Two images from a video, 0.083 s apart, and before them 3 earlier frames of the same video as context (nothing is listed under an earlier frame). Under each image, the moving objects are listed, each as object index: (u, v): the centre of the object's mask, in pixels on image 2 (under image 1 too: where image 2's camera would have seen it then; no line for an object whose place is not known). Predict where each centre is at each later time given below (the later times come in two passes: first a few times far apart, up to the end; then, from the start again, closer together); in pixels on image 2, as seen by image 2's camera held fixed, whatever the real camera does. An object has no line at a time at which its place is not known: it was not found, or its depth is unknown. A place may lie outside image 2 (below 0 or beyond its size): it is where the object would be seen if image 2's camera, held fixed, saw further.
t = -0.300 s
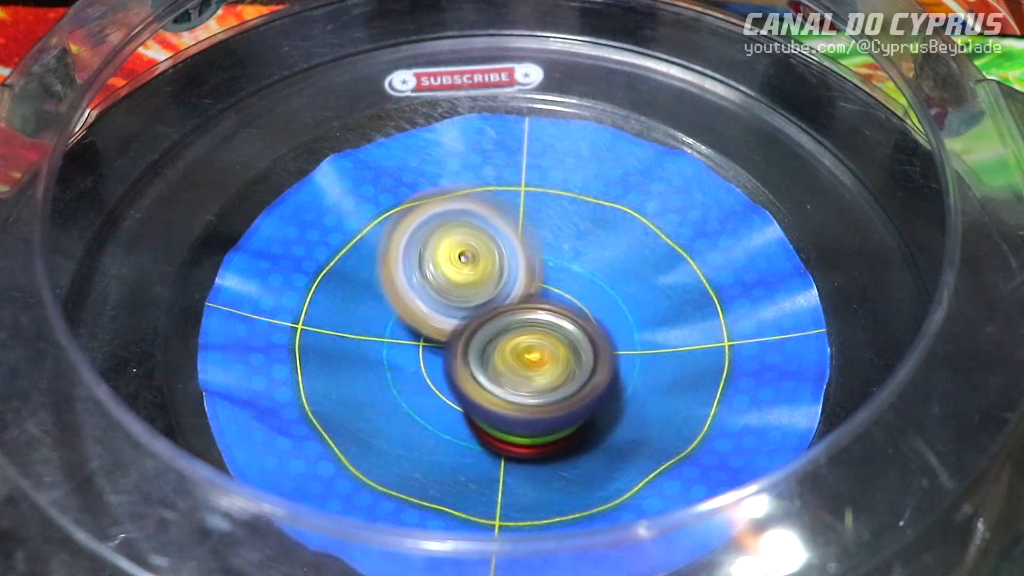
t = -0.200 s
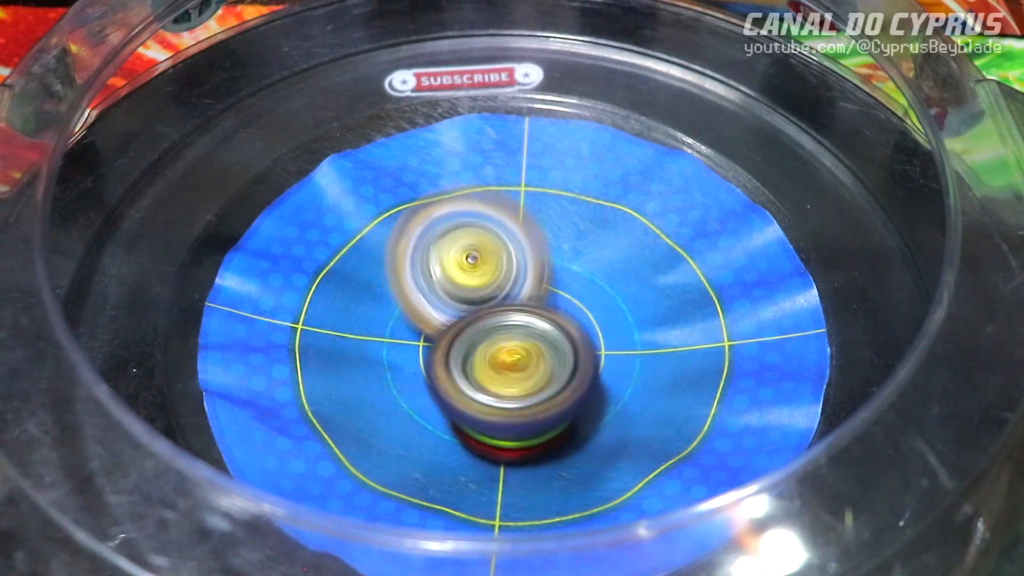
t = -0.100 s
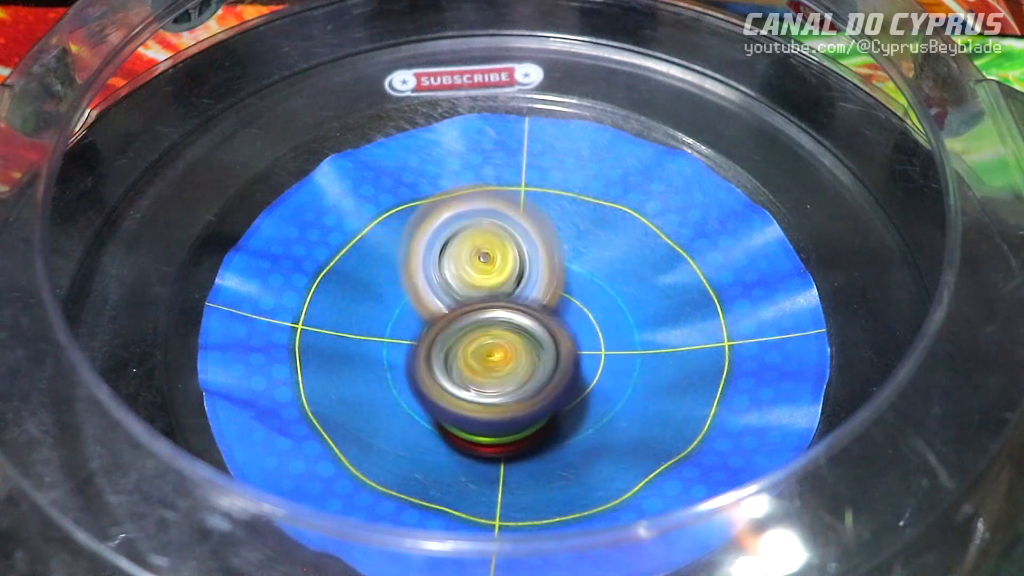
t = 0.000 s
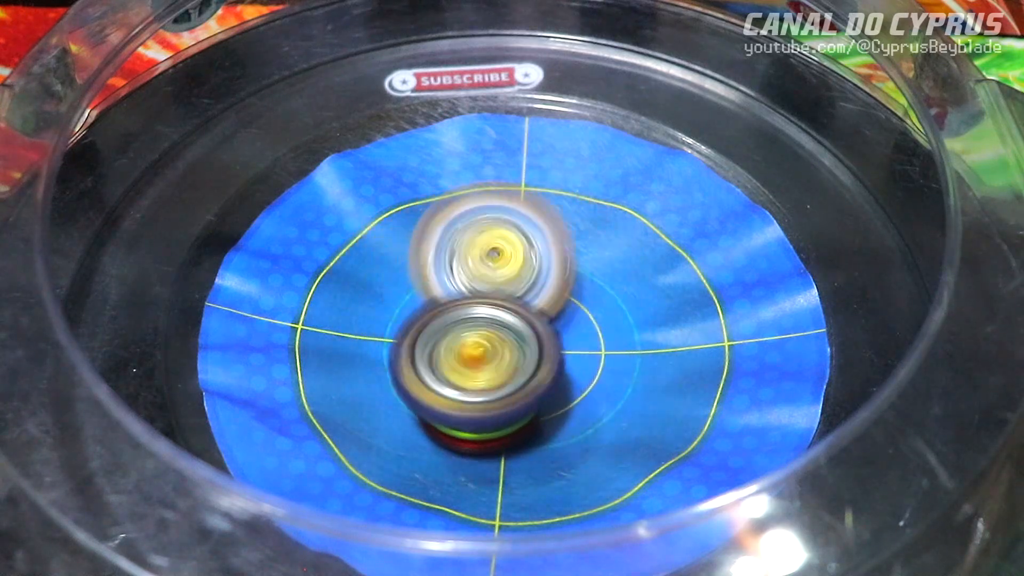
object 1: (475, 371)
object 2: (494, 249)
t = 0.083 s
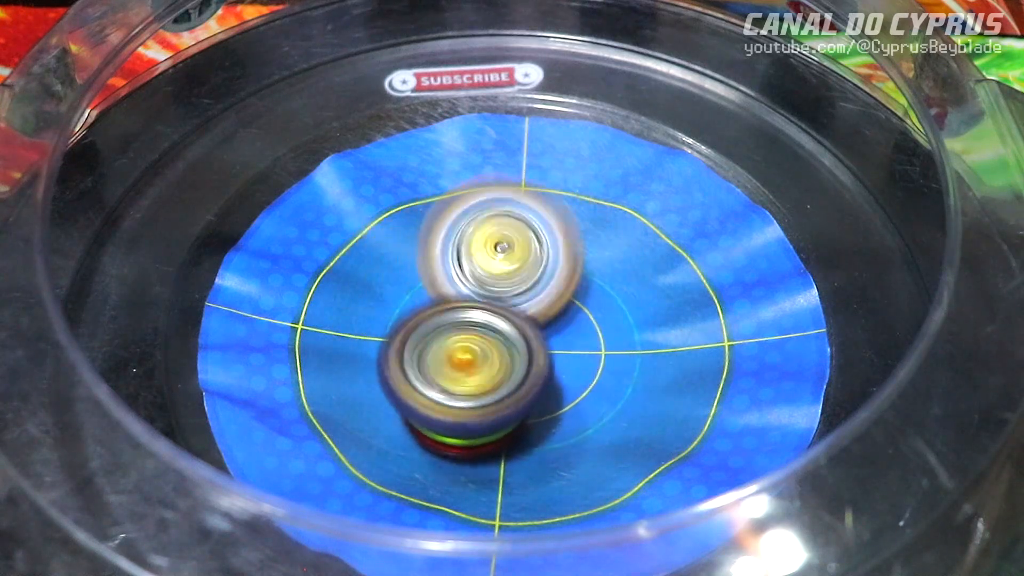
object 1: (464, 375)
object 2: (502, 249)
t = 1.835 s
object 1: (455, 256)
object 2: (538, 359)
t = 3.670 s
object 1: (552, 277)
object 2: (428, 344)
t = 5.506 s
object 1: (545, 347)
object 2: (434, 267)
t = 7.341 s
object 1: (453, 358)
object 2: (552, 265)
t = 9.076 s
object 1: (507, 246)
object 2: (521, 373)
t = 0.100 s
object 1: (461, 375)
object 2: (504, 248)
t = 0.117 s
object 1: (459, 374)
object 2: (506, 250)
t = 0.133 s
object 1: (456, 373)
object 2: (505, 250)
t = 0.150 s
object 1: (454, 371)
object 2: (505, 249)
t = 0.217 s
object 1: (446, 363)
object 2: (503, 249)
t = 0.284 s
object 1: (439, 358)
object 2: (508, 249)
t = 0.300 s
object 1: (438, 357)
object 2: (507, 249)
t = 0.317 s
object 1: (436, 355)
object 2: (507, 248)
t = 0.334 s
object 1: (435, 353)
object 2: (509, 249)
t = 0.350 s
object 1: (434, 353)
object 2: (509, 249)
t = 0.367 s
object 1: (432, 352)
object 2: (509, 249)
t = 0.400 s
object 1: (428, 352)
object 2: (513, 251)
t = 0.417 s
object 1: (423, 353)
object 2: (514, 252)
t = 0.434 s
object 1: (420, 354)
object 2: (516, 250)
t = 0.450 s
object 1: (419, 354)
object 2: (518, 252)
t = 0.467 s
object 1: (418, 353)
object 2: (518, 254)
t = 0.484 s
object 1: (417, 351)
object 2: (518, 253)
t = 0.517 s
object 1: (415, 349)
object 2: (523, 257)
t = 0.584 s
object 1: (413, 344)
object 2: (530, 265)
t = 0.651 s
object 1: (413, 337)
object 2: (541, 273)
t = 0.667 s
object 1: (413, 335)
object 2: (544, 275)
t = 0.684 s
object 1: (411, 334)
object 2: (548, 279)
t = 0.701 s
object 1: (409, 333)
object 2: (550, 281)
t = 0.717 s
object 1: (409, 332)
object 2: (555, 282)
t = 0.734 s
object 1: (410, 330)
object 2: (559, 286)
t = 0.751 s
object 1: (410, 328)
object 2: (562, 290)
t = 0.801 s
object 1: (411, 324)
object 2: (568, 298)
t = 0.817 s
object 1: (412, 322)
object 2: (568, 300)
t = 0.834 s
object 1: (413, 320)
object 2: (570, 300)
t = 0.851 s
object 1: (414, 318)
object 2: (572, 304)
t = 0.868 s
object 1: (415, 316)
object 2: (570, 305)
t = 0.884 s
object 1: (417, 314)
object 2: (570, 304)
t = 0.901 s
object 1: (418, 312)
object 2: (571, 305)
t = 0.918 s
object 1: (417, 310)
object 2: (572, 305)
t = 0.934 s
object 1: (415, 308)
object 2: (572, 305)
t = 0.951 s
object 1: (415, 306)
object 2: (573, 305)
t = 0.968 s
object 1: (417, 304)
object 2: (572, 306)
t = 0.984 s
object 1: (419, 302)
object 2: (570, 308)
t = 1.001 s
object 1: (418, 300)
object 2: (570, 305)
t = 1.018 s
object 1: (416, 298)
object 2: (574, 305)
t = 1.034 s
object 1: (416, 296)
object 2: (574, 307)
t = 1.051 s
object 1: (418, 294)
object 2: (570, 305)
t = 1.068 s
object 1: (419, 292)
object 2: (571, 305)
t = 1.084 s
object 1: (421, 290)
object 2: (570, 305)
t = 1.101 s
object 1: (415, 288)
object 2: (572, 304)
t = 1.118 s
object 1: (409, 283)
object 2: (578, 303)
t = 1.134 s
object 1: (408, 283)
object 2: (581, 302)
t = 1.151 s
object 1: (409, 280)
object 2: (578, 303)
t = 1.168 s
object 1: (411, 279)
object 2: (577, 302)
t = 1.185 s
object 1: (412, 278)
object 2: (578, 301)
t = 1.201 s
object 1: (412, 276)
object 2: (576, 302)
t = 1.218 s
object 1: (413, 275)
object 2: (574, 303)
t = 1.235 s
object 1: (414, 274)
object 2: (573, 303)
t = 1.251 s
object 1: (415, 273)
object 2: (573, 304)
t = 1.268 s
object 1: (416, 273)
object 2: (571, 306)
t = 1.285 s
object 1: (417, 271)
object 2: (568, 308)
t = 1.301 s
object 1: (418, 271)
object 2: (567, 308)
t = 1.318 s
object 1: (420, 270)
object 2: (565, 311)
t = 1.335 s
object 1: (420, 270)
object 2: (562, 314)
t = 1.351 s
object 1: (422, 269)
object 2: (561, 317)
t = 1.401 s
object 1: (424, 267)
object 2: (556, 325)
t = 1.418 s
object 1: (423, 266)
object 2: (555, 327)
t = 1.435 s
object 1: (424, 266)
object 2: (551, 329)
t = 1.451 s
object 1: (425, 266)
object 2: (551, 333)
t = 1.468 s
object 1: (424, 265)
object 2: (550, 336)
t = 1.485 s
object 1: (426, 265)
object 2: (550, 338)
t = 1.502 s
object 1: (428, 265)
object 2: (547, 340)
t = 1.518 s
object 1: (429, 264)
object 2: (544, 342)
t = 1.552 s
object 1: (432, 263)
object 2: (542, 346)
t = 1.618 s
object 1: (433, 258)
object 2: (543, 352)
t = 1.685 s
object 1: (439, 258)
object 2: (538, 359)
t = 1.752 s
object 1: (447, 257)
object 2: (534, 359)
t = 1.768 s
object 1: (448, 257)
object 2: (535, 359)
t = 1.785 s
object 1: (450, 257)
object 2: (537, 361)
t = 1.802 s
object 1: (453, 258)
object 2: (537, 357)
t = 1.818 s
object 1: (454, 257)
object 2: (536, 358)
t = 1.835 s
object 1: (455, 256)
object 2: (538, 359)
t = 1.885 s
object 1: (460, 255)
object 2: (537, 362)
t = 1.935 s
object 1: (464, 253)
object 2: (536, 360)
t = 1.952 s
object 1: (464, 251)
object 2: (538, 361)
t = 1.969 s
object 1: (463, 250)
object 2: (538, 365)
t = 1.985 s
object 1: (465, 250)
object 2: (536, 362)
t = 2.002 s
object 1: (467, 249)
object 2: (533, 362)
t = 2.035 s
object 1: (472, 248)
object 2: (531, 364)
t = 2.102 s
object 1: (477, 247)
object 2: (528, 361)
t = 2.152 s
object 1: (480, 246)
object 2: (526, 361)
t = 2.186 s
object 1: (482, 245)
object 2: (522, 363)
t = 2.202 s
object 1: (482, 244)
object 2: (522, 364)
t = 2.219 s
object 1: (482, 244)
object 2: (524, 365)
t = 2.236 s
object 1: (482, 243)
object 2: (523, 364)
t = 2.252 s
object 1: (484, 245)
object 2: (521, 364)
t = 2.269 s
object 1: (486, 244)
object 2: (518, 364)
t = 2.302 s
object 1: (489, 243)
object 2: (518, 363)
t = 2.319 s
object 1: (489, 243)
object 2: (516, 363)
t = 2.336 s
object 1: (490, 244)
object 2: (513, 364)
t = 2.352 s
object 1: (491, 243)
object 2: (513, 366)
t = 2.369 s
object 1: (492, 243)
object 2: (509, 364)
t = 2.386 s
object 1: (494, 243)
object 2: (509, 364)
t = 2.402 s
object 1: (494, 244)
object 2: (507, 365)
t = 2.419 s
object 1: (495, 244)
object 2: (504, 365)
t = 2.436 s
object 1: (497, 244)
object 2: (502, 368)
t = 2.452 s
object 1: (499, 241)
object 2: (501, 368)
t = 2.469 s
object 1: (497, 242)
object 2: (500, 370)
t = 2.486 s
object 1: (497, 242)
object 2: (496, 370)
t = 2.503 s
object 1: (497, 241)
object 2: (491, 370)
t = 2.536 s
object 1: (503, 244)
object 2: (491, 368)
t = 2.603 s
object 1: (507, 245)
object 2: (483, 366)
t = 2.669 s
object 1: (511, 246)
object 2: (475, 363)
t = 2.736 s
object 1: (514, 248)
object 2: (470, 363)
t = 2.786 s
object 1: (517, 250)
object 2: (463, 365)
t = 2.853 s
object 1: (522, 252)
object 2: (458, 363)
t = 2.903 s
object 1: (525, 253)
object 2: (457, 365)
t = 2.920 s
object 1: (528, 253)
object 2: (454, 365)
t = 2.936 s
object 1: (528, 254)
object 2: (451, 366)
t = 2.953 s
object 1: (527, 255)
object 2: (453, 365)
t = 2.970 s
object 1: (527, 255)
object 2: (454, 367)
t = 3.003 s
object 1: (531, 258)
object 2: (454, 364)
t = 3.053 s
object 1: (535, 260)
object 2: (456, 363)
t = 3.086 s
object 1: (535, 262)
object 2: (455, 364)
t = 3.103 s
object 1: (537, 262)
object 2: (454, 366)
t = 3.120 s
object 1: (537, 263)
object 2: (455, 363)
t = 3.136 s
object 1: (537, 263)
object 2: (452, 363)
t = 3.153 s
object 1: (538, 264)
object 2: (453, 363)
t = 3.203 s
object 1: (539, 266)
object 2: (450, 363)
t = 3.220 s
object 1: (540, 267)
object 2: (452, 362)
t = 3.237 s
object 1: (541, 266)
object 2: (451, 365)
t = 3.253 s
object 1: (543, 266)
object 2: (450, 362)
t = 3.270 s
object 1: (543, 267)
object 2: (447, 363)
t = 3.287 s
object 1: (542, 267)
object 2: (449, 362)
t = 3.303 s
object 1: (543, 267)
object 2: (449, 363)
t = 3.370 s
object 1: (546, 270)
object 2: (446, 361)
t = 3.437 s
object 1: (547, 271)
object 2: (442, 358)
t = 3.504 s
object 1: (551, 273)
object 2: (438, 352)
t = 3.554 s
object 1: (550, 274)
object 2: (434, 351)
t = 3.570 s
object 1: (550, 275)
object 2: (433, 347)
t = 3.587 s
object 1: (551, 274)
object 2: (430, 346)
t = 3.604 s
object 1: (552, 275)
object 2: (430, 347)
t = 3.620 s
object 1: (553, 275)
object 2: (429, 347)
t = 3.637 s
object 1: (553, 275)
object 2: (429, 342)
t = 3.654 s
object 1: (551, 276)
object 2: (428, 342)
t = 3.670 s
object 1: (552, 277)
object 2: (428, 344)
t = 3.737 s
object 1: (554, 280)
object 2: (426, 342)
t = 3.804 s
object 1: (554, 282)
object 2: (424, 340)
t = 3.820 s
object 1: (557, 282)
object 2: (423, 334)
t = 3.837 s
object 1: (557, 283)
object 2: (418, 334)
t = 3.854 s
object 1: (557, 284)
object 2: (421, 334)
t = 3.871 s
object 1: (558, 285)
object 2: (421, 330)
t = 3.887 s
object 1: (558, 285)
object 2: (420, 331)
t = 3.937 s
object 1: (558, 287)
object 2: (420, 327)
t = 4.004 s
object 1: (559, 289)
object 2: (417, 325)
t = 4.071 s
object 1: (560, 292)
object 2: (417, 325)
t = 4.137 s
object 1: (561, 295)
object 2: (417, 321)
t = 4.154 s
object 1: (563, 296)
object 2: (414, 320)
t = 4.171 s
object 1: (564, 296)
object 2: (414, 323)
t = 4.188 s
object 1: (565, 297)
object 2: (417, 320)
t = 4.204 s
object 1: (565, 297)
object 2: (415, 318)
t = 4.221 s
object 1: (562, 298)
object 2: (415, 320)
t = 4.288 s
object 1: (565, 302)
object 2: (415, 315)
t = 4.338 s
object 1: (564, 304)
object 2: (415, 317)
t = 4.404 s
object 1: (564, 306)
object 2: (415, 309)
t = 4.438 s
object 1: (563, 308)
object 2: (415, 309)
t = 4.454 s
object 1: (565, 308)
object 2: (414, 308)
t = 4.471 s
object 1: (565, 309)
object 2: (413, 310)
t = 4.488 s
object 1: (563, 309)
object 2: (414, 313)
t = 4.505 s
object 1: (562, 310)
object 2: (415, 307)
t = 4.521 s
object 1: (564, 310)
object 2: (412, 308)
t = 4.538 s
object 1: (569, 310)
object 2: (413, 308)
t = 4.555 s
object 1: (570, 311)
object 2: (410, 306)
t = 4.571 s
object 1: (570, 310)
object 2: (408, 308)
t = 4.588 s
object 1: (568, 311)
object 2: (411, 305)
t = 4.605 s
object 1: (566, 311)
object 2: (411, 304)
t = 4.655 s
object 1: (564, 315)
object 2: (414, 303)
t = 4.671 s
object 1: (567, 317)
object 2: (413, 303)
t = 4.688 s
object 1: (566, 317)
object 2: (417, 301)
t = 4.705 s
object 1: (564, 316)
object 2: (418, 300)
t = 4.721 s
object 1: (563, 318)
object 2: (415, 300)
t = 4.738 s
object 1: (564, 317)
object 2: (416, 296)
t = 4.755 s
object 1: (564, 318)
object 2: (415, 292)
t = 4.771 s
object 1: (562, 319)
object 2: (417, 295)
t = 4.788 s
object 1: (561, 319)
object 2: (419, 290)
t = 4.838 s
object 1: (564, 322)
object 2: (424, 282)
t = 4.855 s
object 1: (565, 322)
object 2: (423, 284)
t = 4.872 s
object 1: (563, 323)
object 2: (425, 280)
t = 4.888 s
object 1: (560, 324)
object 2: (426, 277)
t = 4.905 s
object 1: (559, 325)
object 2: (423, 274)
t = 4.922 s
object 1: (560, 326)
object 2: (427, 270)
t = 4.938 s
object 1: (563, 327)
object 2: (427, 272)
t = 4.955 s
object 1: (566, 328)
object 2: (424, 271)
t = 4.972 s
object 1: (565, 328)
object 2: (429, 269)
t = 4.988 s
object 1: (564, 328)
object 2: (428, 268)
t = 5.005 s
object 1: (560, 329)
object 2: (431, 267)
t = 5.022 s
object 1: (557, 330)
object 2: (432, 270)
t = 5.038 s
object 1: (556, 332)
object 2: (427, 269)
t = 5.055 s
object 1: (556, 332)
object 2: (430, 267)
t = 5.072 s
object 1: (558, 333)
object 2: (432, 268)
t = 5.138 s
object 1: (555, 334)
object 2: (429, 268)
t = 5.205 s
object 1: (553, 336)
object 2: (431, 269)
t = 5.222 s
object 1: (553, 337)
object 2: (428, 267)
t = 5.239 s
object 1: (554, 338)
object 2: (434, 267)
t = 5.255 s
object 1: (554, 339)
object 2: (431, 268)
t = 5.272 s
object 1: (554, 340)
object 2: (431, 270)
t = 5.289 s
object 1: (552, 339)
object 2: (432, 269)
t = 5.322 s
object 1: (548, 341)
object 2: (433, 266)
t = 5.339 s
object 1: (549, 343)
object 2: (431, 268)
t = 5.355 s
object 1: (550, 343)
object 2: (426, 269)
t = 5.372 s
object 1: (550, 343)
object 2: (430, 269)
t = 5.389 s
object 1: (549, 343)
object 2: (428, 266)
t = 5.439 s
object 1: (545, 345)
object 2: (427, 268)
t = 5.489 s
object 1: (545, 346)
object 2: (434, 266)
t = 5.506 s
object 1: (545, 347)
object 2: (434, 267)
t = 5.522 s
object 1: (545, 347)
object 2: (431, 268)
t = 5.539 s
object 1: (545, 348)
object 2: (435, 266)
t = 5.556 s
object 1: (544, 348)
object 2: (434, 262)
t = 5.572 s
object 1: (544, 349)
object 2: (439, 264)
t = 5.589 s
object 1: (543, 349)
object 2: (438, 263)
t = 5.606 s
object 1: (543, 349)
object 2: (436, 265)
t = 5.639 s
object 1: (541, 350)
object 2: (437, 260)
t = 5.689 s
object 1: (539, 351)
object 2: (442, 260)
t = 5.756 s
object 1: (533, 352)
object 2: (444, 254)
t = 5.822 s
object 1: (531, 353)
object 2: (449, 253)
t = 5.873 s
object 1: (533, 353)
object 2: (447, 251)
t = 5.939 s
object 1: (527, 354)
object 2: (457, 249)
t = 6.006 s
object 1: (526, 354)
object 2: (461, 247)
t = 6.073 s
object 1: (523, 356)
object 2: (464, 245)
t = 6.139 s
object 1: (519, 357)
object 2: (469, 245)
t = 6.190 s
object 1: (519, 357)
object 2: (477, 242)
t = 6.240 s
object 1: (517, 358)
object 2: (480, 241)
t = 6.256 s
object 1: (516, 359)
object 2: (485, 240)
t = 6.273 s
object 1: (514, 360)
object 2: (488, 238)
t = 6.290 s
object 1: (514, 359)
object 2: (490, 239)
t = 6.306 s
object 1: (515, 361)
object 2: (492, 239)
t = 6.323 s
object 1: (513, 360)
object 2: (490, 241)
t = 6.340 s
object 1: (511, 359)
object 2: (493, 240)
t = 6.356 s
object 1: (508, 358)
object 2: (497, 240)
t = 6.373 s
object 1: (507, 360)
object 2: (500, 241)
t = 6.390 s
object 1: (503, 362)
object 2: (500, 240)
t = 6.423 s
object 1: (504, 363)
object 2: (500, 241)
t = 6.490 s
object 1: (503, 361)
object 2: (507, 242)
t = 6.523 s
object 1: (499, 363)
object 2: (508, 241)
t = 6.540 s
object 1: (498, 363)
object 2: (509, 241)
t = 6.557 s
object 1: (498, 362)
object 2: (512, 240)
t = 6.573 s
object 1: (497, 364)
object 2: (513, 243)
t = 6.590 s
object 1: (496, 364)
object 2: (514, 242)
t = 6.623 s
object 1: (496, 362)
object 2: (513, 242)
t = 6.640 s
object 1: (493, 363)
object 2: (513, 243)
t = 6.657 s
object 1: (491, 363)
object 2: (515, 243)
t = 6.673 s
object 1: (490, 364)
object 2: (514, 243)
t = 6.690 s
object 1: (490, 365)
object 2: (516, 244)
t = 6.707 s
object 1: (489, 365)
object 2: (512, 243)
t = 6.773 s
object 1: (485, 364)
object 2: (517, 244)
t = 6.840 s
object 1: (481, 363)
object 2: (519, 245)
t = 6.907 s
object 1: (478, 365)
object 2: (519, 249)
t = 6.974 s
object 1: (472, 366)
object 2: (529, 253)
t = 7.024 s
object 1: (473, 366)
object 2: (532, 254)
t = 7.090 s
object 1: (466, 365)
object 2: (538, 258)
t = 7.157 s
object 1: (462, 364)
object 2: (546, 261)
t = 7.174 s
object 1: (461, 363)
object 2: (545, 262)
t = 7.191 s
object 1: (461, 362)
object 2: (545, 263)
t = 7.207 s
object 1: (459, 364)
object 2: (545, 263)
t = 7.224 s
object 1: (459, 363)
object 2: (547, 262)
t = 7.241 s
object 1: (461, 362)
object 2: (548, 263)
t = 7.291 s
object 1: (455, 360)
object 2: (551, 267)
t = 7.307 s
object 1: (453, 360)
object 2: (549, 266)
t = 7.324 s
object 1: (453, 360)
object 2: (552, 264)
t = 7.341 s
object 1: (453, 358)
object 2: (552, 265)
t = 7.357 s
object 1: (452, 358)
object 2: (553, 266)
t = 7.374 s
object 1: (452, 356)
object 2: (553, 265)
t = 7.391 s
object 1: (451, 357)
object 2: (552, 267)
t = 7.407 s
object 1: (449, 357)
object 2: (550, 265)
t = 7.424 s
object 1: (446, 357)
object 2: (552, 264)
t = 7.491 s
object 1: (446, 353)
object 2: (550, 265)
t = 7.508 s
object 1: (446, 352)
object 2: (549, 266)
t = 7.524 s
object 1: (443, 351)
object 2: (550, 266)
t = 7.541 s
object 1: (438, 351)
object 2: (553, 265)
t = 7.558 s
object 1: (434, 352)
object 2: (552, 268)
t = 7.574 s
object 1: (431, 351)
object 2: (552, 269)
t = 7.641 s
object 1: (433, 346)
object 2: (554, 270)
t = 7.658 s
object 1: (427, 346)
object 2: (557, 272)
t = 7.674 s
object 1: (424, 346)
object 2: (557, 274)
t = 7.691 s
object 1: (424, 343)
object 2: (559, 274)
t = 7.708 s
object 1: (424, 343)
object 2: (557, 276)
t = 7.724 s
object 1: (424, 341)
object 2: (557, 276)
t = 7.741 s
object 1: (425, 341)
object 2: (556, 278)
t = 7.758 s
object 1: (425, 338)
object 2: (557, 278)
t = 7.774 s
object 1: (423, 335)
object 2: (561, 280)
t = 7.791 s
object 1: (422, 335)
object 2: (559, 284)
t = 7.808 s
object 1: (417, 333)
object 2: (561, 284)
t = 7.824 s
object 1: (415, 332)
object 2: (561, 286)
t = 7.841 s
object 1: (413, 331)
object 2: (559, 285)
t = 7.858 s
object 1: (415, 331)
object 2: (560, 286)
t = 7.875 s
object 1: (418, 330)
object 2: (558, 285)
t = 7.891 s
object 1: (419, 328)
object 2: (562, 285)
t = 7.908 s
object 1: (421, 326)
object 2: (561, 288)
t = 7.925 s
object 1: (416, 325)
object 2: (563, 287)
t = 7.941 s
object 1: (403, 324)
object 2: (568, 287)
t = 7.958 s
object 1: (394, 323)
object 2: (570, 285)
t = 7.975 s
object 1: (390, 319)
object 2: (575, 282)
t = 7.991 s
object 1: (386, 318)
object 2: (578, 281)
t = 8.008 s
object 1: (388, 317)
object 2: (579, 279)
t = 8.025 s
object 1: (388, 316)
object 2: (579, 279)
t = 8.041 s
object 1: (389, 315)
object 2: (577, 280)
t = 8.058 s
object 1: (388, 314)
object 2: (576, 281)
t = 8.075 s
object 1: (390, 311)
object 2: (575, 284)
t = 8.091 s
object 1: (390, 310)
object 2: (570, 286)
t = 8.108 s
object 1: (391, 309)
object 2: (568, 288)
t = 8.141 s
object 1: (392, 307)
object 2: (561, 294)
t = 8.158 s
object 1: (392, 306)
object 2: (560, 300)
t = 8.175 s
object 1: (393, 304)
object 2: (553, 305)
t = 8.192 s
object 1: (391, 303)
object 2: (550, 308)
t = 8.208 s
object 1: (393, 302)
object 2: (545, 315)
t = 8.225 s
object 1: (391, 300)
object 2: (537, 320)
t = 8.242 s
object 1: (389, 297)
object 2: (538, 326)
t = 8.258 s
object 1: (388, 298)
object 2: (538, 331)
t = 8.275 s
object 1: (391, 295)
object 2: (535, 334)
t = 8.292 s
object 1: (391, 291)
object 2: (535, 338)
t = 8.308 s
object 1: (394, 289)
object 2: (533, 342)
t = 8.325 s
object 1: (397, 289)
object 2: (531, 345)
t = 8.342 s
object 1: (402, 287)
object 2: (532, 349)
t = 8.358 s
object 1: (405, 286)
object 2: (532, 353)
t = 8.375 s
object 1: (407, 285)
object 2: (530, 355)
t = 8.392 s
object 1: (413, 281)
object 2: (532, 359)
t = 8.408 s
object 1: (416, 276)
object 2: (533, 364)
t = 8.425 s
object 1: (417, 276)
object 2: (534, 368)
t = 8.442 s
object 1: (424, 275)
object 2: (536, 372)
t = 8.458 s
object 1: (431, 272)
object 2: (536, 375)
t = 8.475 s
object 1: (440, 273)
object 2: (533, 376)
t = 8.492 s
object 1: (447, 275)
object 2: (531, 376)
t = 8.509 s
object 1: (454, 279)
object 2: (529, 378)
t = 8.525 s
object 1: (458, 278)
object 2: (528, 381)
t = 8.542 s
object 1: (461, 278)
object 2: (527, 385)
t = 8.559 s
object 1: (462, 276)
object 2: (526, 384)
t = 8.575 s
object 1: (467, 272)
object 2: (526, 384)
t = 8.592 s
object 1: (470, 269)
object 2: (525, 386)
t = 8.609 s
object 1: (471, 269)
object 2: (523, 387)
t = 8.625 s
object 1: (472, 269)
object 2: (523, 386)
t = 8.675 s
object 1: (475, 265)
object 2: (523, 385)
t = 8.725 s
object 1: (482, 260)
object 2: (520, 383)
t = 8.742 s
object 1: (482, 260)
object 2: (518, 383)
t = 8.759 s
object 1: (481, 259)
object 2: (517, 385)
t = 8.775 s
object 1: (482, 259)
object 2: (517, 386)
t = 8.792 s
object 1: (483, 259)
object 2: (518, 385)
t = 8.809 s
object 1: (485, 258)
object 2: (521, 386)
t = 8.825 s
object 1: (485, 255)
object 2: (522, 385)
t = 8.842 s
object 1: (487, 255)
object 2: (522, 385)
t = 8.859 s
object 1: (488, 254)
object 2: (524, 386)
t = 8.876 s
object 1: (489, 254)
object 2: (524, 387)
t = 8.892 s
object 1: (492, 255)
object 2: (525, 386)
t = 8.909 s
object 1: (494, 253)
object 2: (526, 384)
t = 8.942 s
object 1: (496, 249)
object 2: (525, 381)
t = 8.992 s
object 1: (500, 248)
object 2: (521, 372)
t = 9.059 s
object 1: (507, 247)
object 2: (524, 370)
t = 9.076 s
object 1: (507, 246)
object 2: (521, 373)
